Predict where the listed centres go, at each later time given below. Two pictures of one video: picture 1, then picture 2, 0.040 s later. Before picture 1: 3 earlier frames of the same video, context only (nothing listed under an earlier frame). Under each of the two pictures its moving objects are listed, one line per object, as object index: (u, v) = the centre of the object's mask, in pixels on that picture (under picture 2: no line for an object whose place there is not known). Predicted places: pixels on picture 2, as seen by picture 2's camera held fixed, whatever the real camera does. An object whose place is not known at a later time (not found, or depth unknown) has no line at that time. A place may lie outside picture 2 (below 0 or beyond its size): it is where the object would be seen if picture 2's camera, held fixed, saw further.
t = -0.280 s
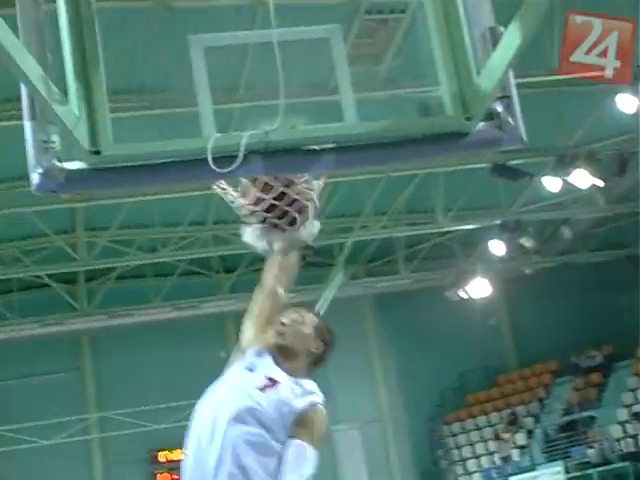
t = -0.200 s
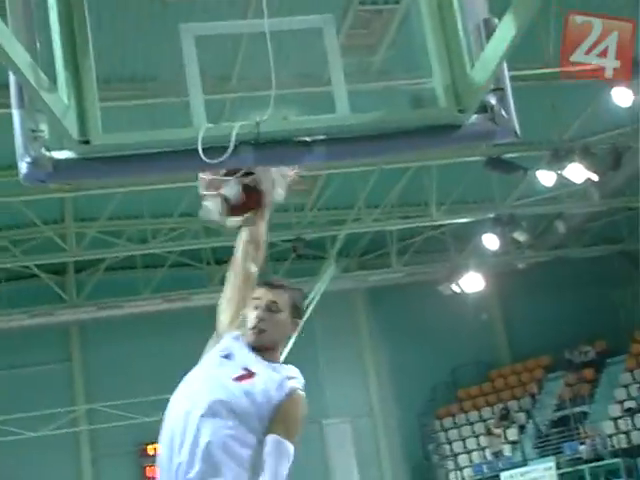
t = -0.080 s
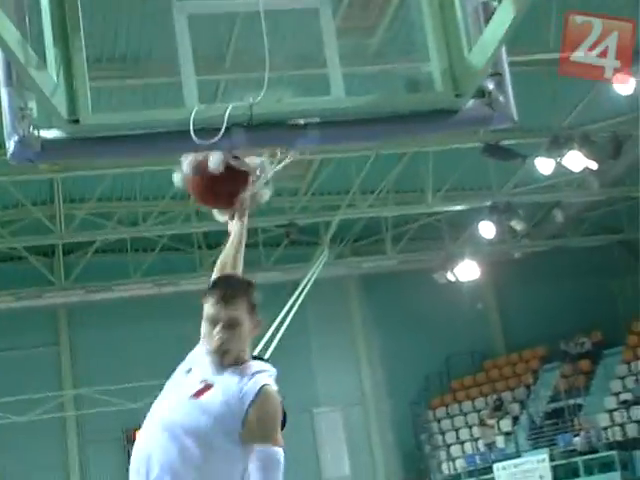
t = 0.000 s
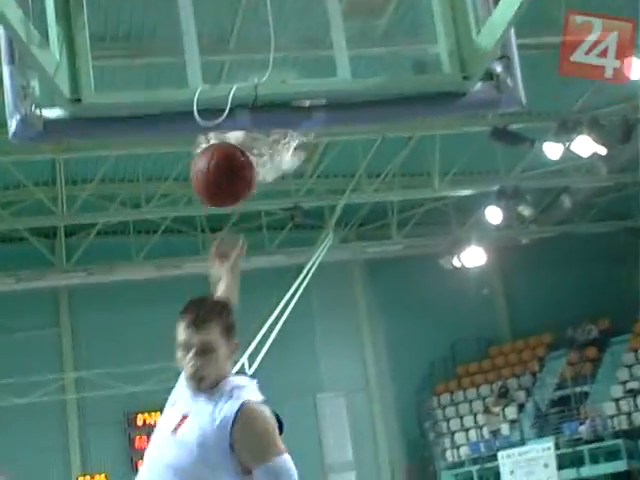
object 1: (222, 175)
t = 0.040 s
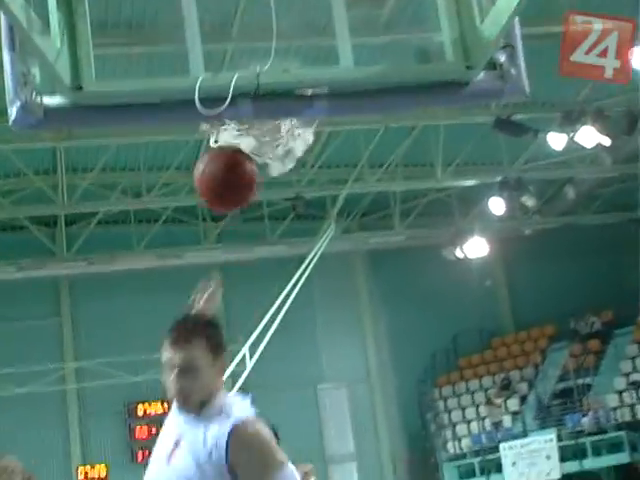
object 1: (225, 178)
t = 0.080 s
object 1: (226, 198)
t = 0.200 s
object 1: (232, 284)
